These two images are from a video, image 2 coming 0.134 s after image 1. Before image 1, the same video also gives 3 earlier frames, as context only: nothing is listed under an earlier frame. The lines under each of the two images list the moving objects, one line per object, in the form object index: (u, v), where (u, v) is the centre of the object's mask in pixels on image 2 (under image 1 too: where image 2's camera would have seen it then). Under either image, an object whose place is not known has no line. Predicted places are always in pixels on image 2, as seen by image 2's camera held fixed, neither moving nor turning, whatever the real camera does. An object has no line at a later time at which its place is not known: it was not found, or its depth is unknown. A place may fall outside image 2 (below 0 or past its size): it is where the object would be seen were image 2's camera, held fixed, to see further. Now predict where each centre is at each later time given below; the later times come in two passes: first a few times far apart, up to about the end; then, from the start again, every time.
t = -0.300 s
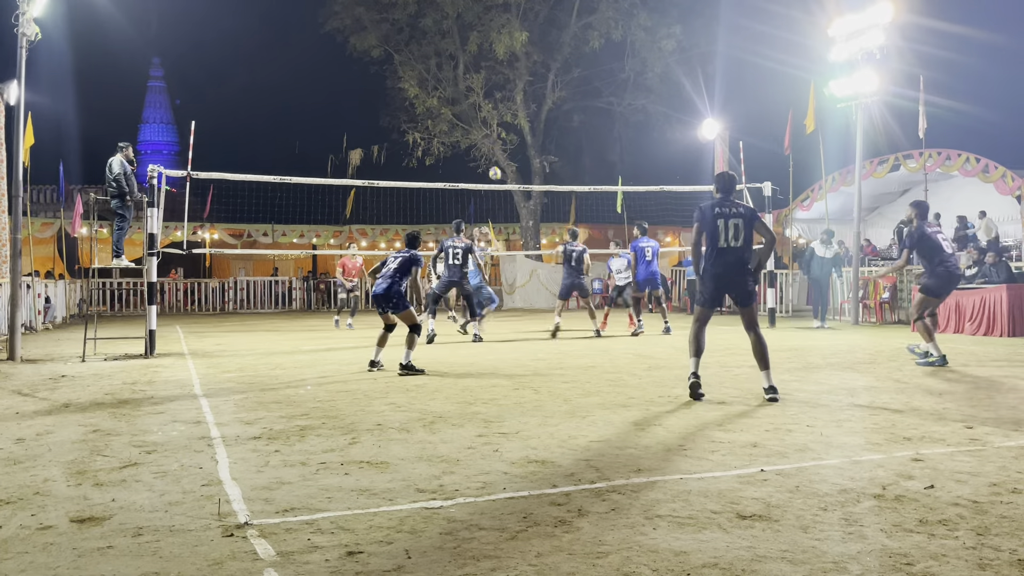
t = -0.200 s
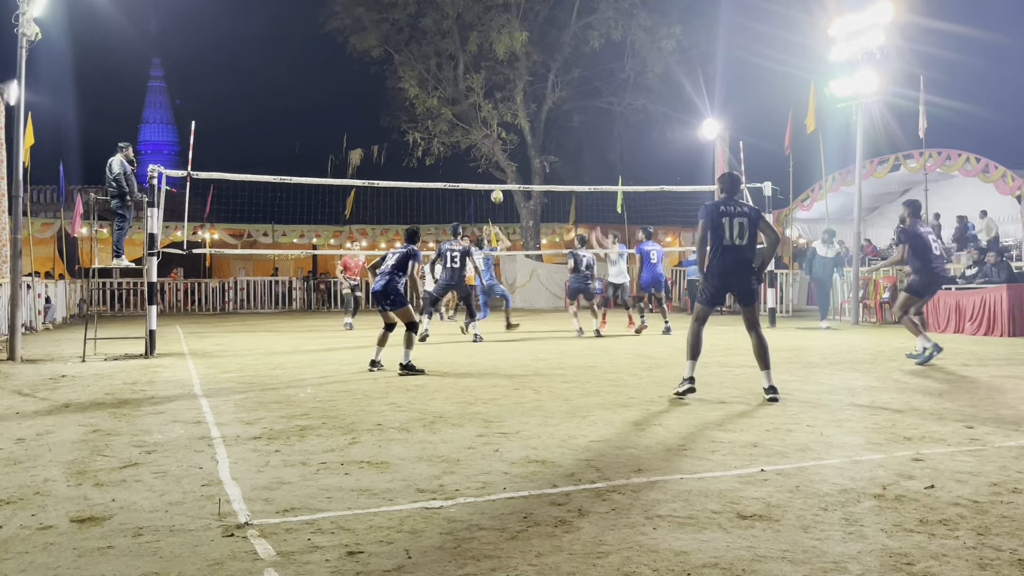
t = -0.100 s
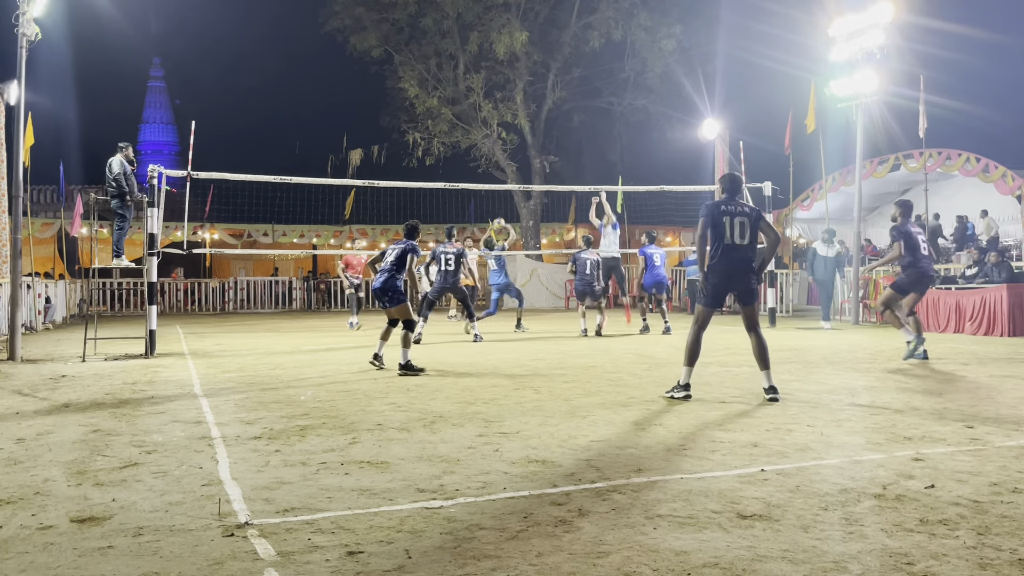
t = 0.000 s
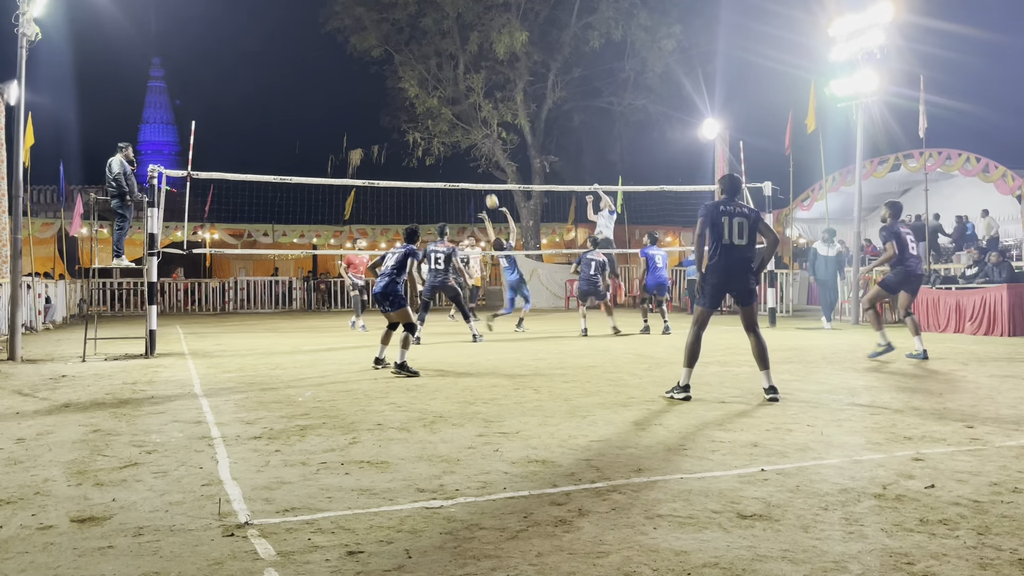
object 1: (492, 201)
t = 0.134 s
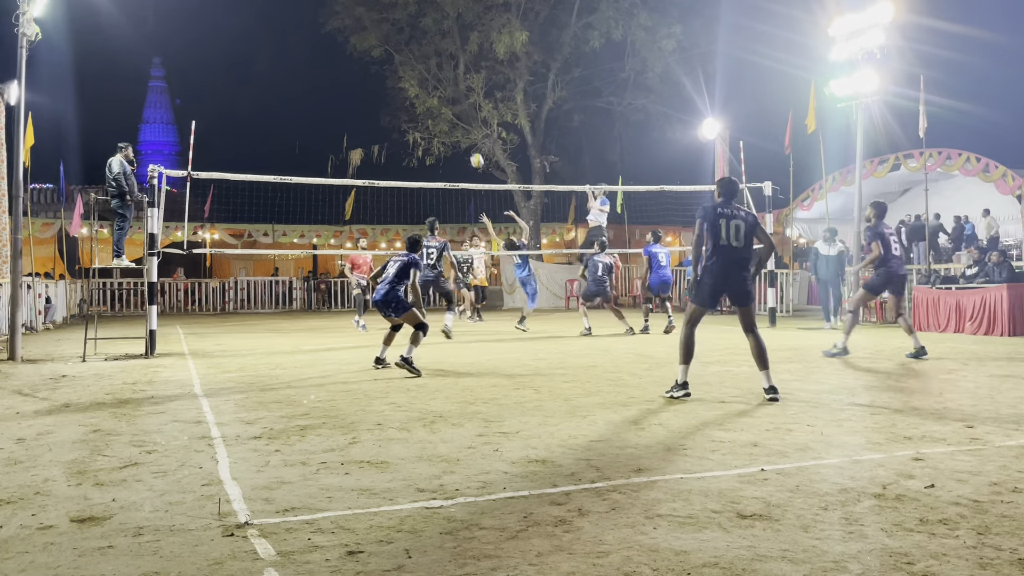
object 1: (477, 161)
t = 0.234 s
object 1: (466, 137)
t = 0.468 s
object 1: (440, 104)
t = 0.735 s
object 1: (411, 105)
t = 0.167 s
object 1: (473, 152)
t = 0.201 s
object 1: (469, 144)
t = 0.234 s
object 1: (466, 137)
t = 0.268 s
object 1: (462, 130)
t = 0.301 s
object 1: (458, 124)
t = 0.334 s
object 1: (455, 118)
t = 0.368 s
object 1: (451, 114)
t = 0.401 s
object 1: (447, 109)
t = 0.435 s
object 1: (444, 106)
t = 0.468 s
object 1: (440, 104)
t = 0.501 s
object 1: (436, 101)
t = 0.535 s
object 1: (433, 100)
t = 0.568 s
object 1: (429, 99)
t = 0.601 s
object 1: (426, 99)
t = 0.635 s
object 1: (422, 100)
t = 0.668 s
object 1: (419, 101)
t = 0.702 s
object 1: (415, 102)
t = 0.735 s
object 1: (411, 105)
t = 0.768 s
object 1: (408, 108)
